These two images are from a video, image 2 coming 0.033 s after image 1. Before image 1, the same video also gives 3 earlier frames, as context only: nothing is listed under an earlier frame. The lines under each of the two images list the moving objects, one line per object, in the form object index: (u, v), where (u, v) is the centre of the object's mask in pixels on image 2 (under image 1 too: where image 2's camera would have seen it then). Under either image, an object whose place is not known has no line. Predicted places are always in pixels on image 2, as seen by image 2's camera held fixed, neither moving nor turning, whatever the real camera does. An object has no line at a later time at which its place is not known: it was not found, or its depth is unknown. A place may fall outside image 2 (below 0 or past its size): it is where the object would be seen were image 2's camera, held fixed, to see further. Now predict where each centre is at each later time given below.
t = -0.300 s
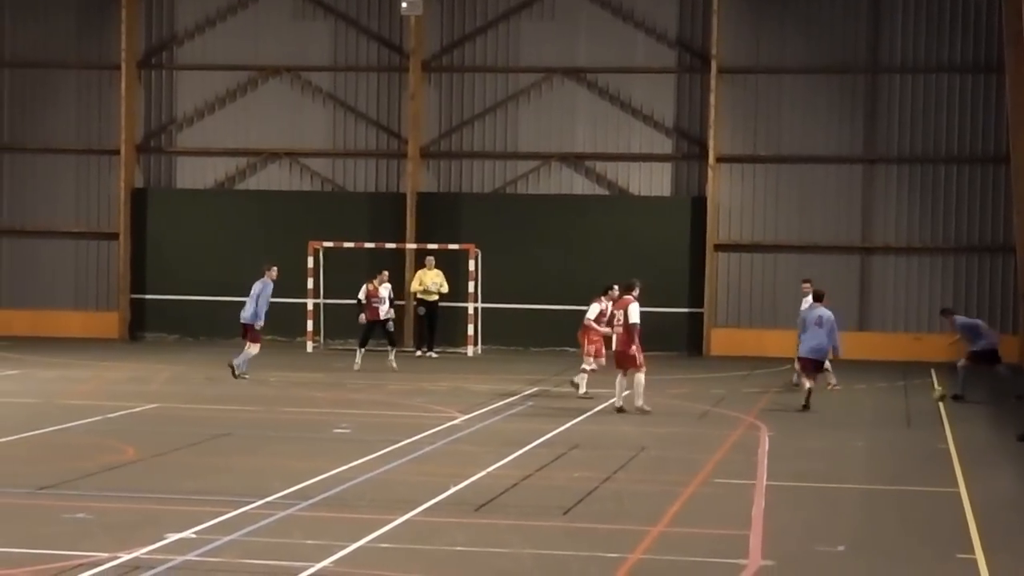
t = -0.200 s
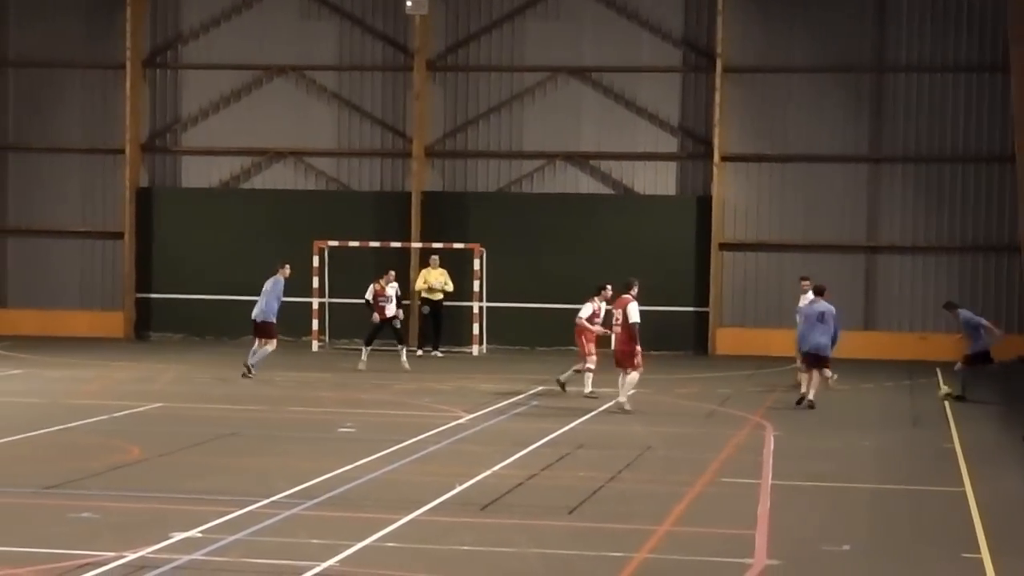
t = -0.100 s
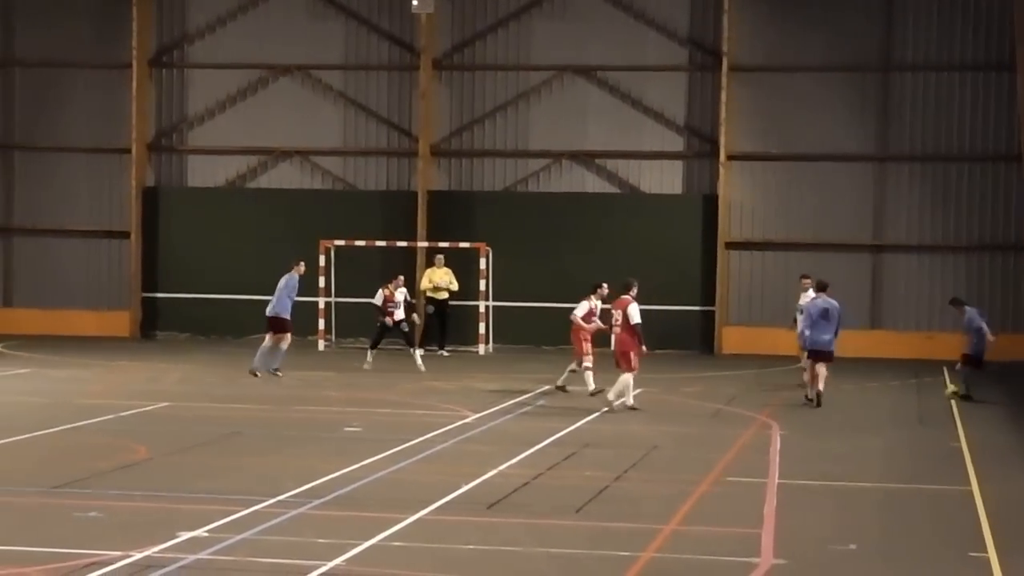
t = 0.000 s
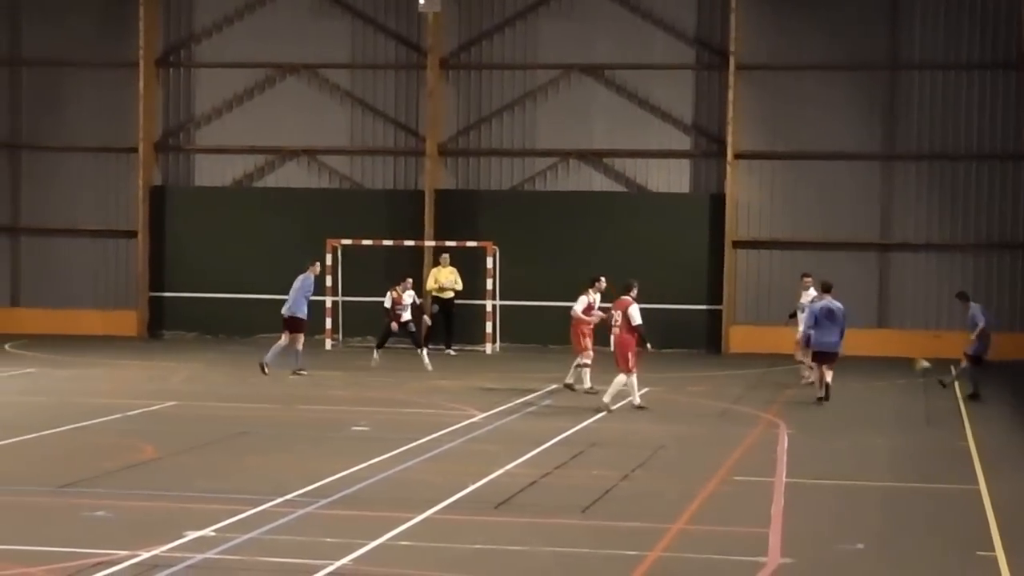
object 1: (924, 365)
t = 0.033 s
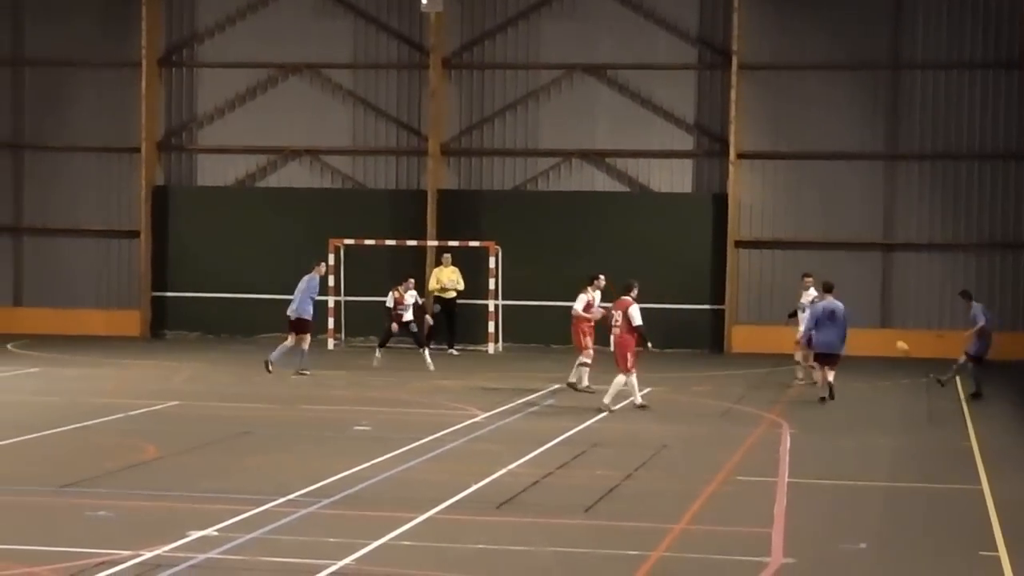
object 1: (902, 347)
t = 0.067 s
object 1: (880, 331)
